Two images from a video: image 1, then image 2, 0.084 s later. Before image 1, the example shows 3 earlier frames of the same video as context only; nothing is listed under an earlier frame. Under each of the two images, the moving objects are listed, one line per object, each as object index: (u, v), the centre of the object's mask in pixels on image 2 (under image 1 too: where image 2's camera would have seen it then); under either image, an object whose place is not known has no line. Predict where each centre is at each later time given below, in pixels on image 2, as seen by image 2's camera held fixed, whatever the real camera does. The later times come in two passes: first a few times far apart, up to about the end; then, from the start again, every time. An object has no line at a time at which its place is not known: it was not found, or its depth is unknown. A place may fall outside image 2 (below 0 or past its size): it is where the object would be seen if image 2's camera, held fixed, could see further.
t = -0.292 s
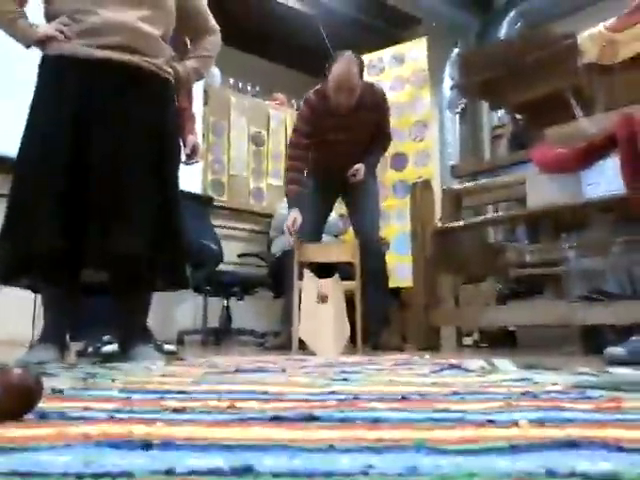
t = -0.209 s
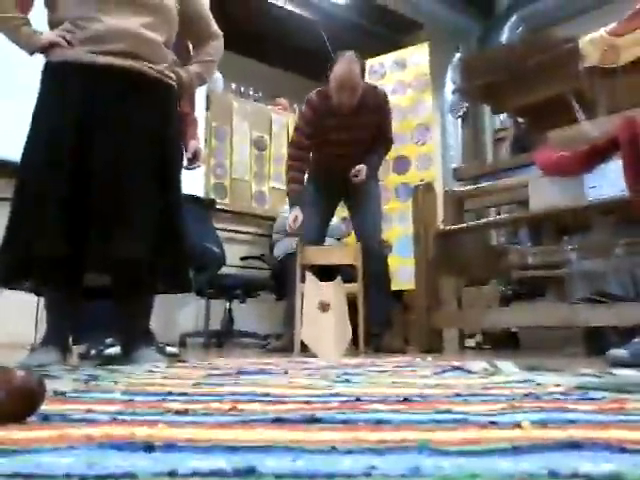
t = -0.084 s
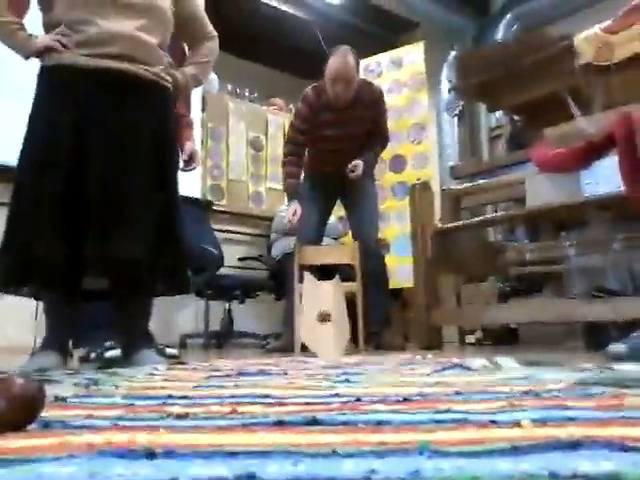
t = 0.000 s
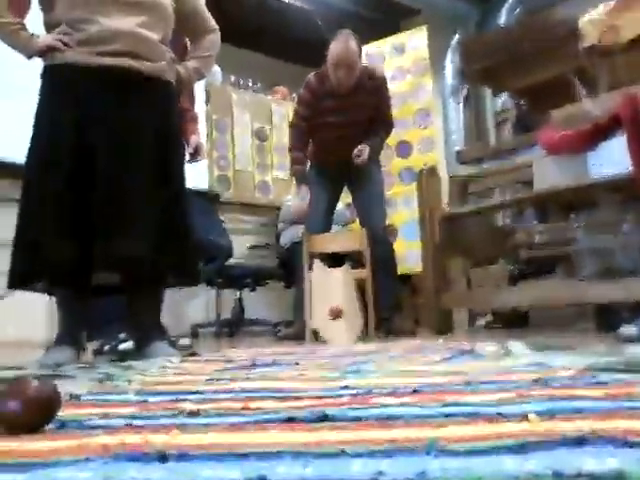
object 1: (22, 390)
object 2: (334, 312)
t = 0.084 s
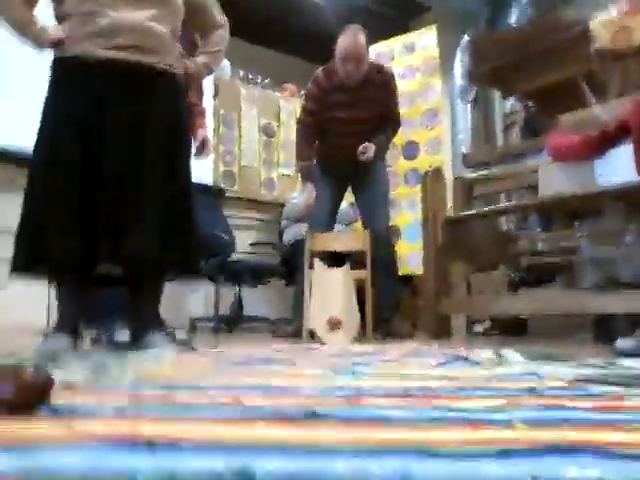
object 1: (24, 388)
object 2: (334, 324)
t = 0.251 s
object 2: (333, 336)
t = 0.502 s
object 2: (317, 343)
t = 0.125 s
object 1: (24, 390)
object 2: (334, 329)
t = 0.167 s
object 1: (23, 391)
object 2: (333, 335)
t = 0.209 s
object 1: (22, 393)
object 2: (333, 337)
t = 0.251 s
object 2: (333, 336)
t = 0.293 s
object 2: (331, 335)
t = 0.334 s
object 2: (332, 341)
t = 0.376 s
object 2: (329, 342)
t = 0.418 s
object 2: (325, 342)
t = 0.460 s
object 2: (321, 344)
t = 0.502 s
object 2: (317, 343)
